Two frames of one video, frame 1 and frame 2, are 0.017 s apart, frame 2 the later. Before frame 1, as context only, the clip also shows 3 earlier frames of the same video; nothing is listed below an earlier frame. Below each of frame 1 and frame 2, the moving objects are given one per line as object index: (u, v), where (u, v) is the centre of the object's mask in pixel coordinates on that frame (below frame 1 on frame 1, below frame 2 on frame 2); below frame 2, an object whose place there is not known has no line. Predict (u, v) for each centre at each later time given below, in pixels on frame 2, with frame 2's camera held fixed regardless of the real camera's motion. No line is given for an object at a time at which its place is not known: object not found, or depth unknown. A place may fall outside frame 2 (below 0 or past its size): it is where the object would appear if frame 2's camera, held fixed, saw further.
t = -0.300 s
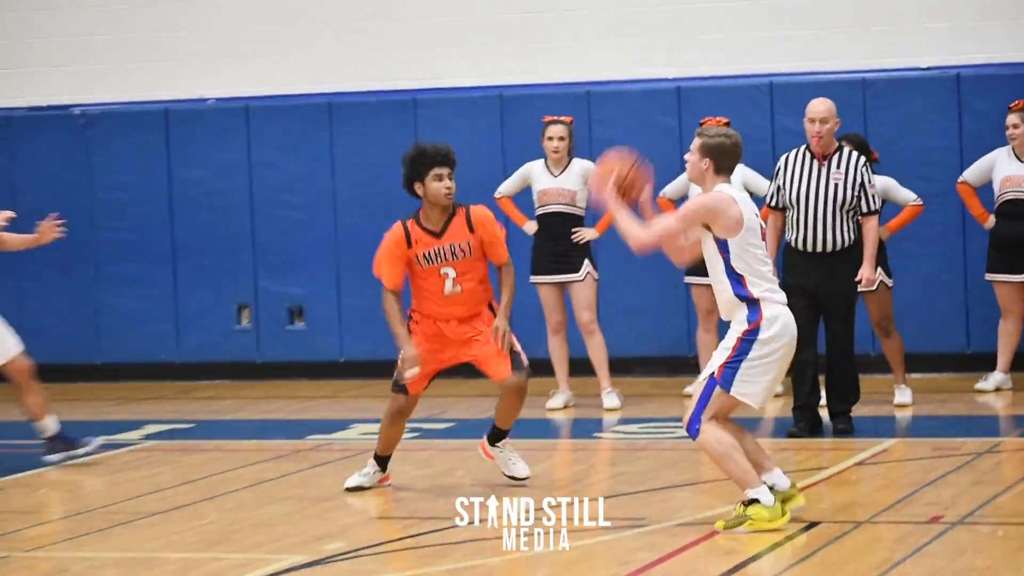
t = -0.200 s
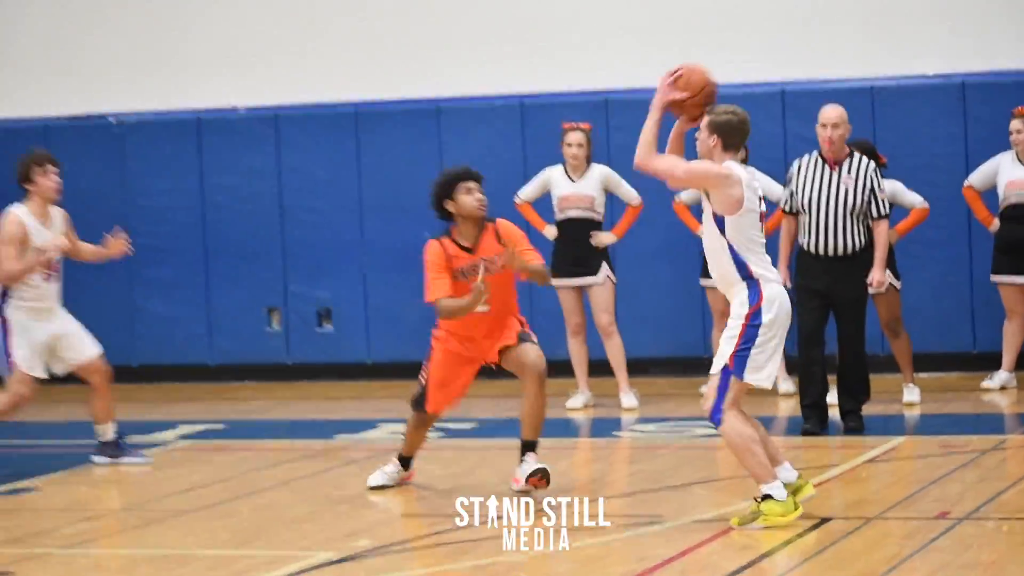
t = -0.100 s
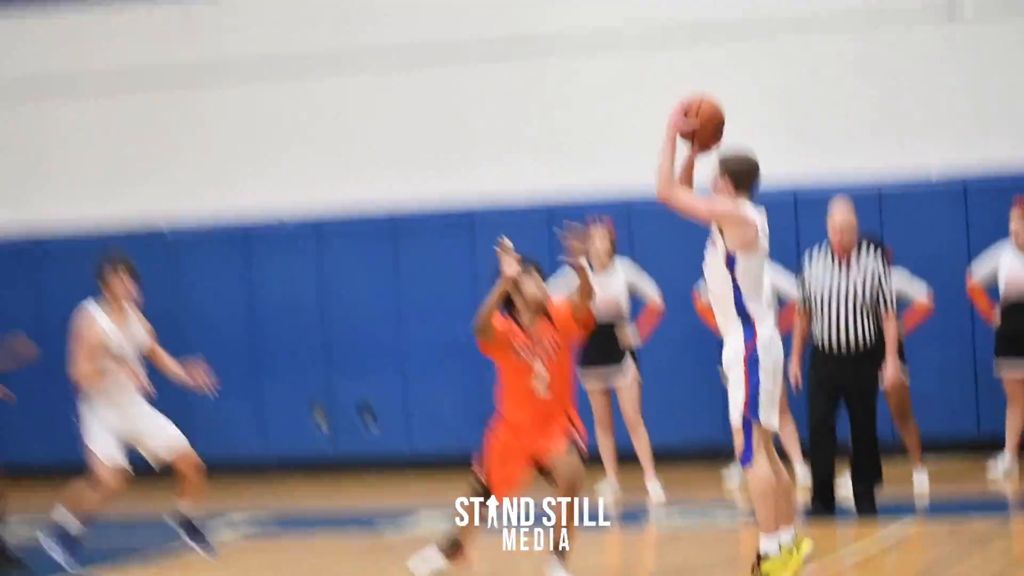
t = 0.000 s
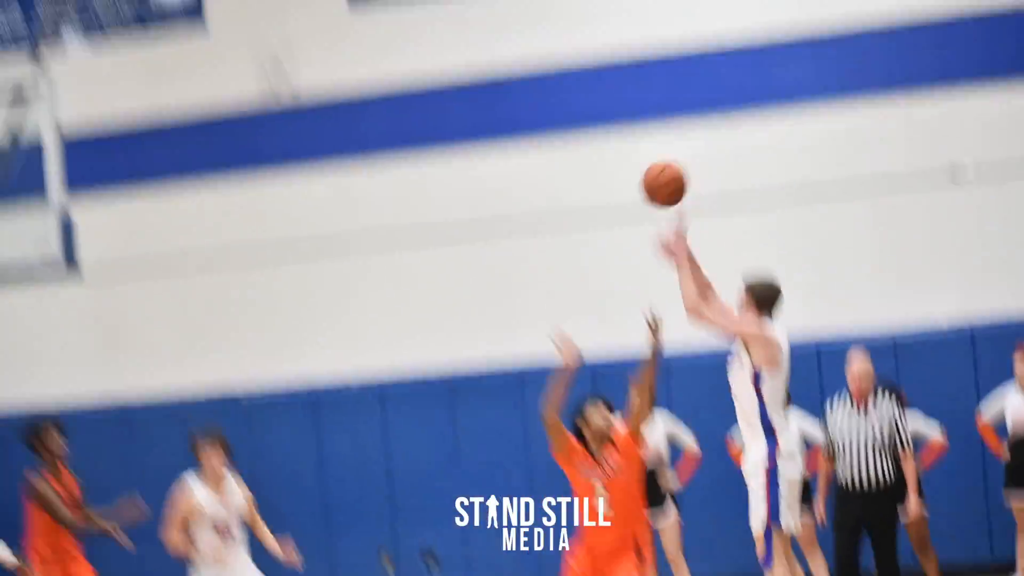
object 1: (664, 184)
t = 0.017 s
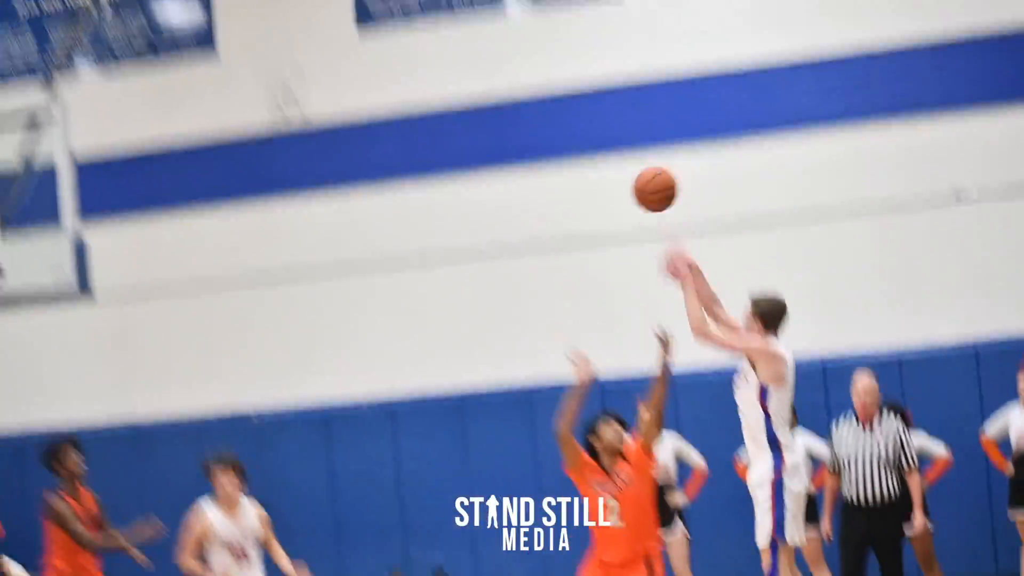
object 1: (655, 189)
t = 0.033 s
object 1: (642, 173)
